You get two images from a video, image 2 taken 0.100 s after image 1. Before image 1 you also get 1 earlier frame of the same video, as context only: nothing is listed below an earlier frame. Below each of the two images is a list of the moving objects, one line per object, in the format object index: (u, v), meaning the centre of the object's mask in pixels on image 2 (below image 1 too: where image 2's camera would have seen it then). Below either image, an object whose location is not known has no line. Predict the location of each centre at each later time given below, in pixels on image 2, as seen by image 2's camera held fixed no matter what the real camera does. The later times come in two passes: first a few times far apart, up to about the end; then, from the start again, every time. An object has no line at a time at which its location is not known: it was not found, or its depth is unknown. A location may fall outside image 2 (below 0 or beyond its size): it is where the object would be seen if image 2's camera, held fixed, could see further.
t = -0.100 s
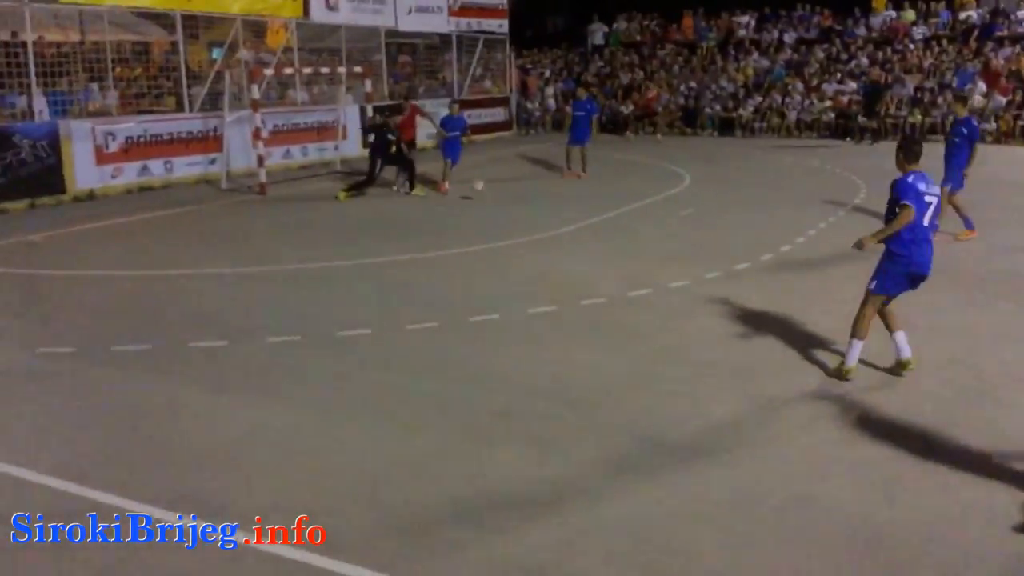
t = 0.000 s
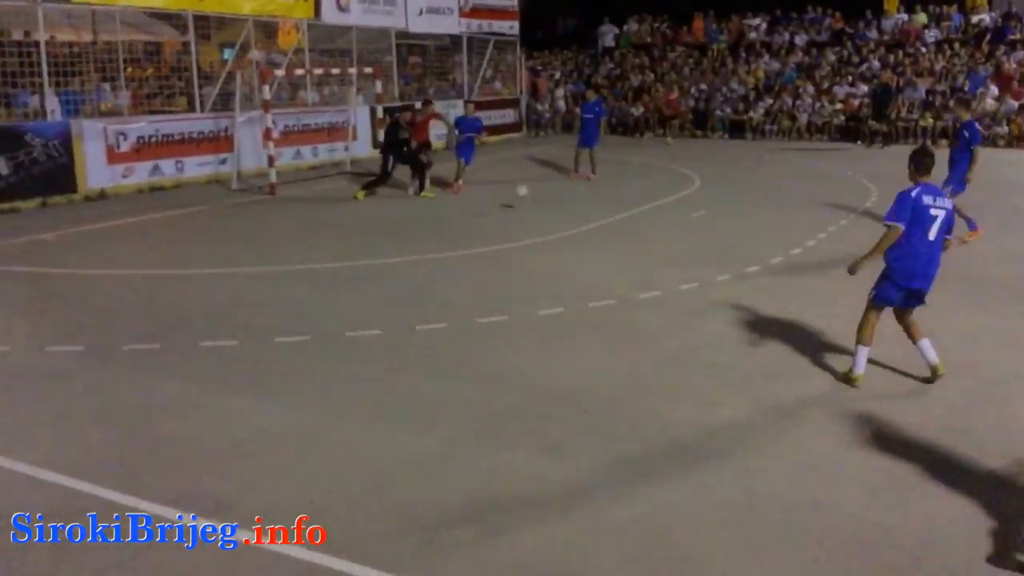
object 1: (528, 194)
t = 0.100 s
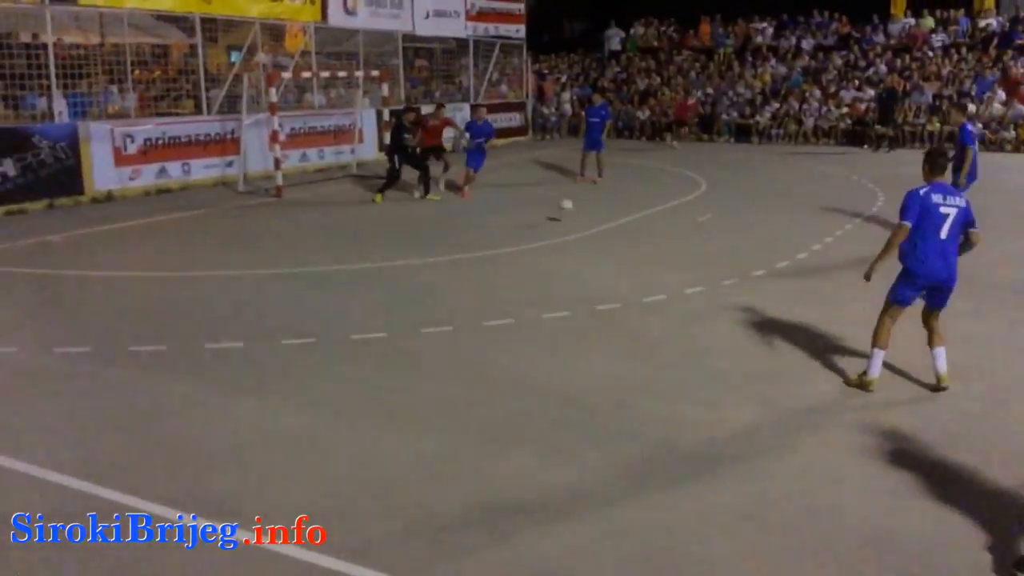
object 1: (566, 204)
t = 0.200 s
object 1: (608, 225)
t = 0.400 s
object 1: (690, 242)
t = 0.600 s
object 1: (772, 263)
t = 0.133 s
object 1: (579, 210)
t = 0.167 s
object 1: (595, 217)
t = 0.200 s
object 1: (608, 225)
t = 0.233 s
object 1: (623, 230)
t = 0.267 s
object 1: (636, 230)
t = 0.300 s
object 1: (648, 232)
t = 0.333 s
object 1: (662, 235)
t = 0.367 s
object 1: (675, 238)
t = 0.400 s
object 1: (690, 242)
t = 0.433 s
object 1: (705, 248)
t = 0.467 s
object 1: (718, 252)
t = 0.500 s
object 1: (732, 254)
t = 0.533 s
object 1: (745, 256)
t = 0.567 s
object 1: (759, 260)
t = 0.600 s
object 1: (772, 263)
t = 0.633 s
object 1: (787, 268)
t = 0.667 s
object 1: (799, 269)
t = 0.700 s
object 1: (812, 272)
